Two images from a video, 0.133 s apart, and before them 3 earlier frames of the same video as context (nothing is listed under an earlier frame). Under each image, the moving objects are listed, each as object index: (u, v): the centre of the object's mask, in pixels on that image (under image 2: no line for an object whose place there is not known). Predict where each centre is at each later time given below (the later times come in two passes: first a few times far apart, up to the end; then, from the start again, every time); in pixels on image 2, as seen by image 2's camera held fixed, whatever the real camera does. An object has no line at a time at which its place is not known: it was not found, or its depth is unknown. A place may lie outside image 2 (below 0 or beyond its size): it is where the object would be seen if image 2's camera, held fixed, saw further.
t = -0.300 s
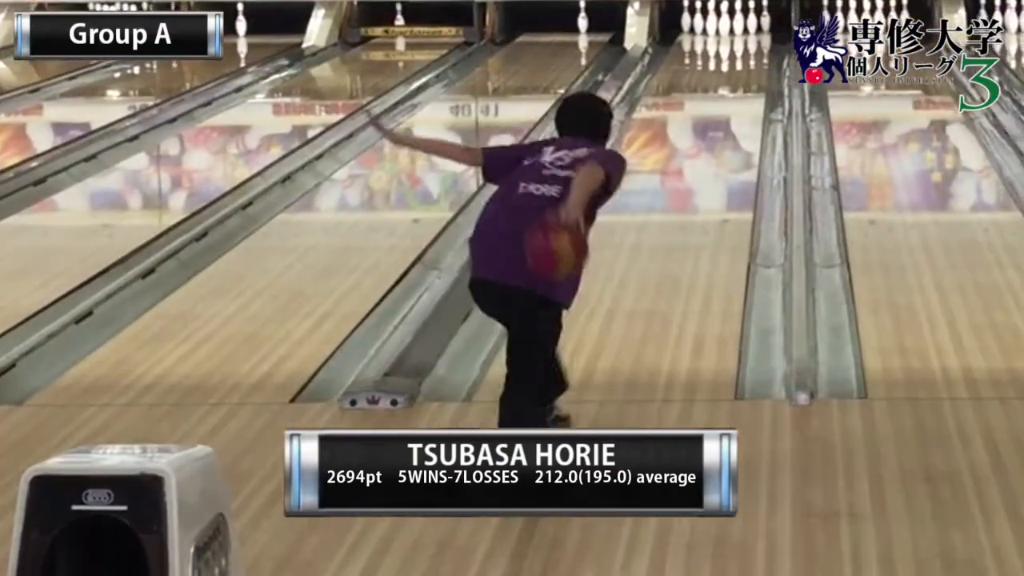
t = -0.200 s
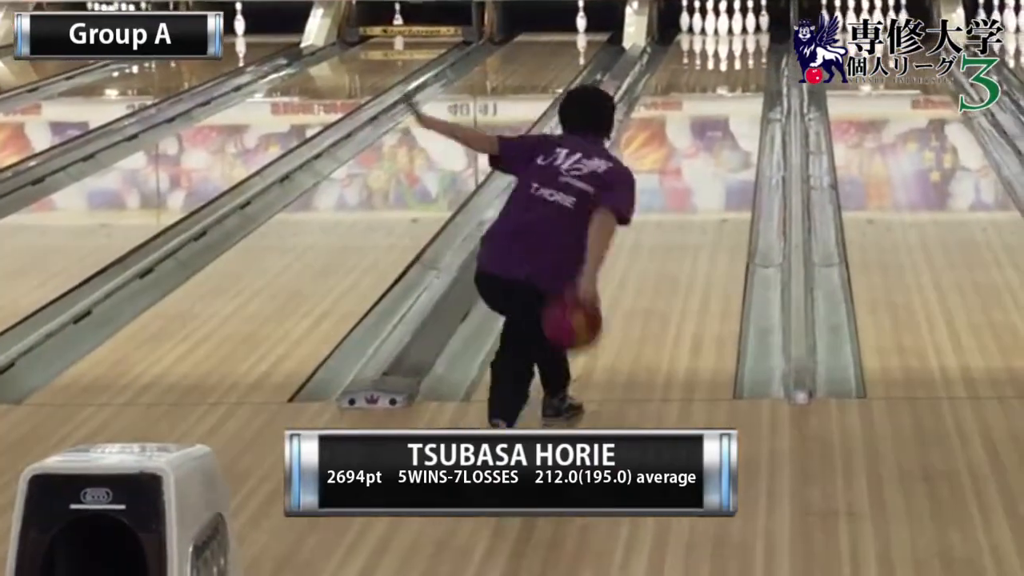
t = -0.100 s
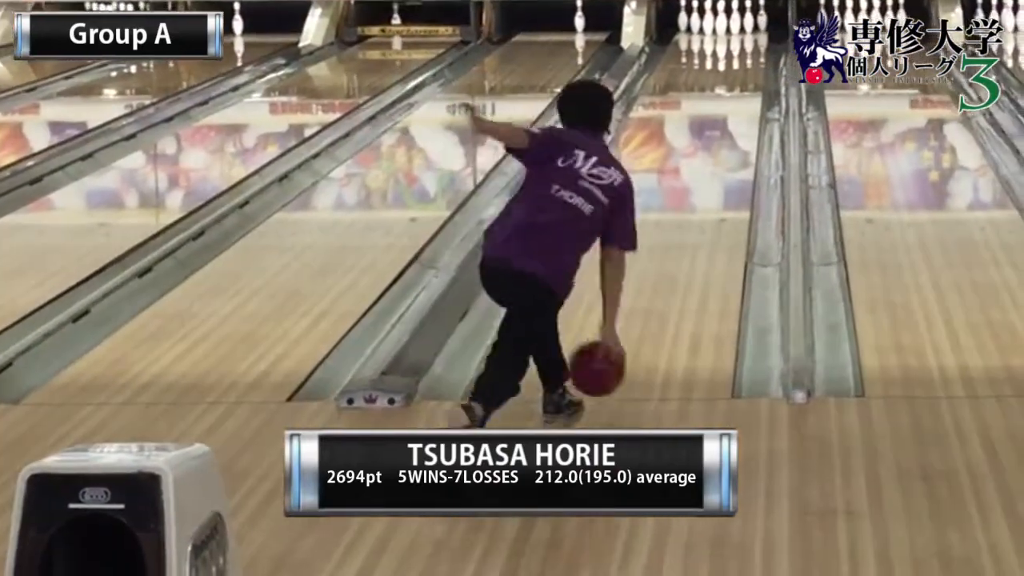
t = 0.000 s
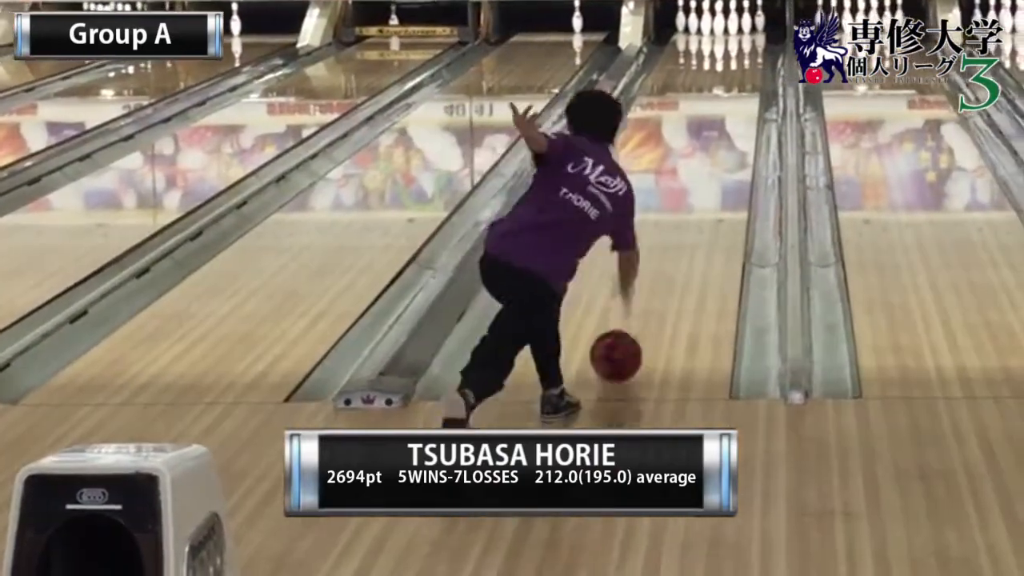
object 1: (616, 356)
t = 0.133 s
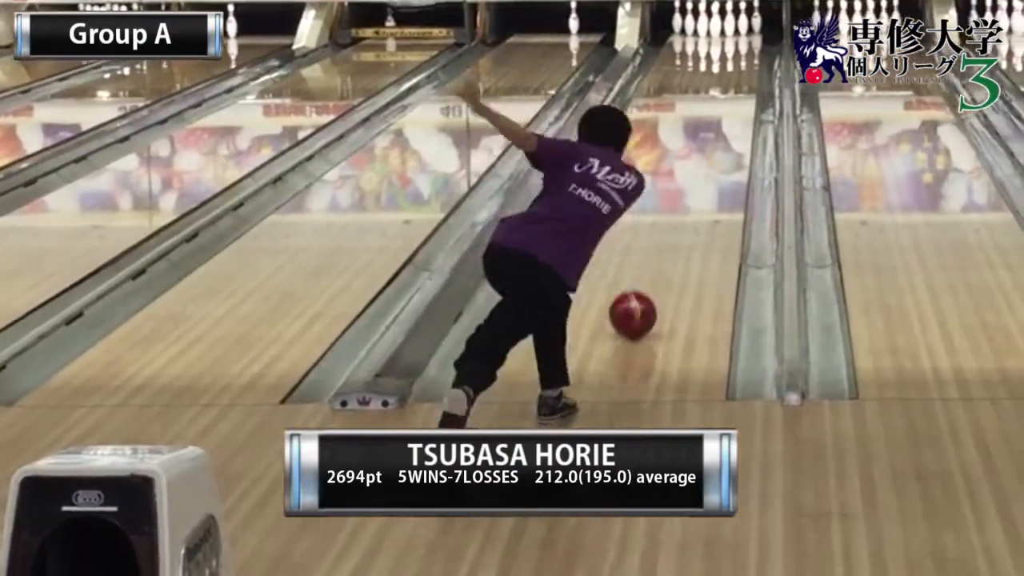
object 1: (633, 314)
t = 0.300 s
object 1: (653, 268)
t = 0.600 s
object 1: (680, 204)
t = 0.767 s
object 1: (693, 177)
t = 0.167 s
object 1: (637, 305)
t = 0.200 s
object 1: (641, 295)
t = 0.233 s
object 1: (645, 286)
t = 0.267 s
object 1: (649, 276)
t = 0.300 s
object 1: (653, 268)
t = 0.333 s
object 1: (656, 260)
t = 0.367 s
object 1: (660, 252)
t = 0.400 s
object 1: (663, 244)
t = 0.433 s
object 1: (666, 237)
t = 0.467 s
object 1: (669, 230)
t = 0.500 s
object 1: (672, 223)
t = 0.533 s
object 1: (675, 217)
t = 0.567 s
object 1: (677, 210)
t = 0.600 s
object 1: (680, 204)
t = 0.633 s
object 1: (682, 199)
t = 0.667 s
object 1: (685, 193)
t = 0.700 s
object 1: (687, 188)
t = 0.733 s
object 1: (689, 184)
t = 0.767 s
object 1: (693, 177)
